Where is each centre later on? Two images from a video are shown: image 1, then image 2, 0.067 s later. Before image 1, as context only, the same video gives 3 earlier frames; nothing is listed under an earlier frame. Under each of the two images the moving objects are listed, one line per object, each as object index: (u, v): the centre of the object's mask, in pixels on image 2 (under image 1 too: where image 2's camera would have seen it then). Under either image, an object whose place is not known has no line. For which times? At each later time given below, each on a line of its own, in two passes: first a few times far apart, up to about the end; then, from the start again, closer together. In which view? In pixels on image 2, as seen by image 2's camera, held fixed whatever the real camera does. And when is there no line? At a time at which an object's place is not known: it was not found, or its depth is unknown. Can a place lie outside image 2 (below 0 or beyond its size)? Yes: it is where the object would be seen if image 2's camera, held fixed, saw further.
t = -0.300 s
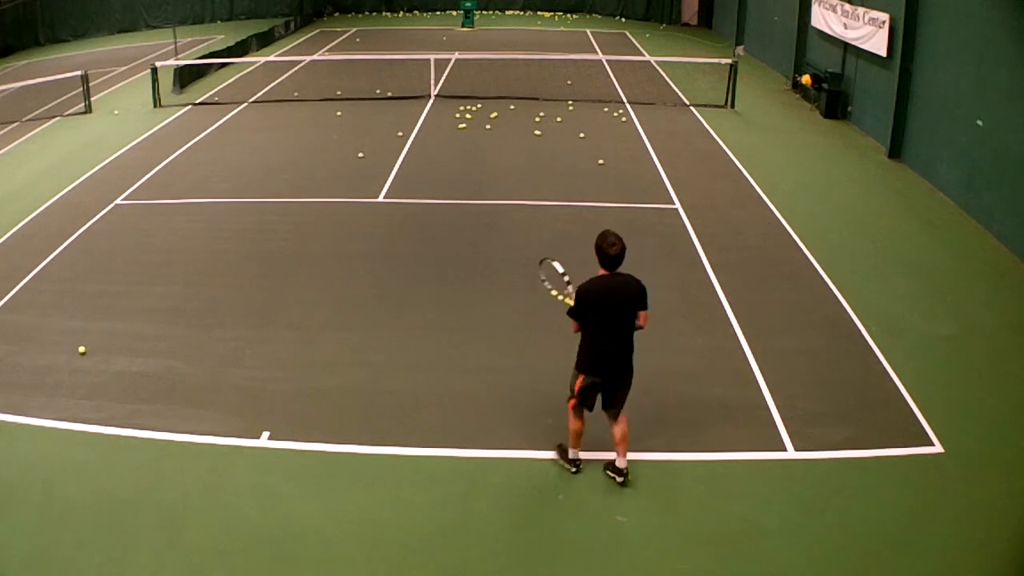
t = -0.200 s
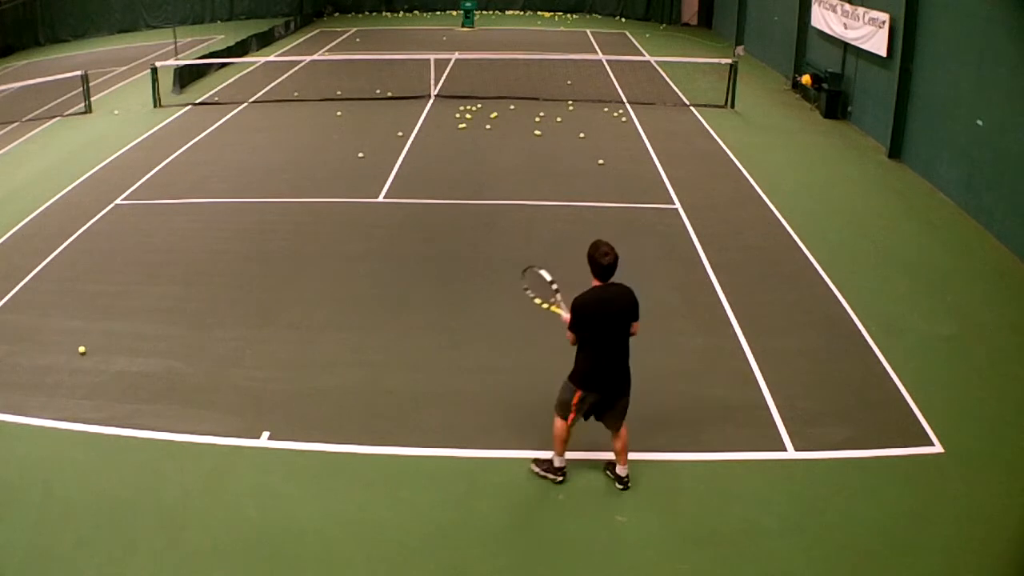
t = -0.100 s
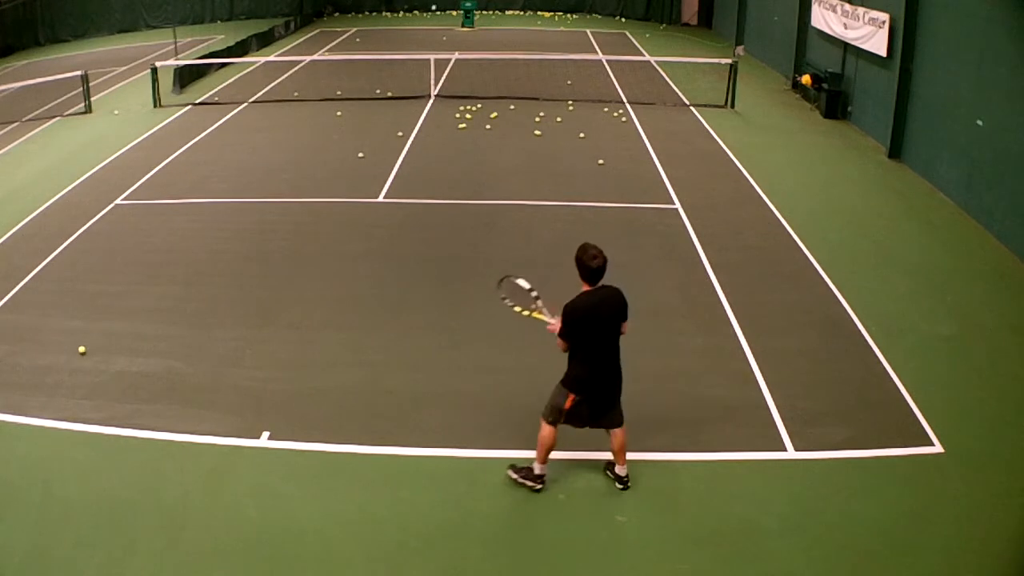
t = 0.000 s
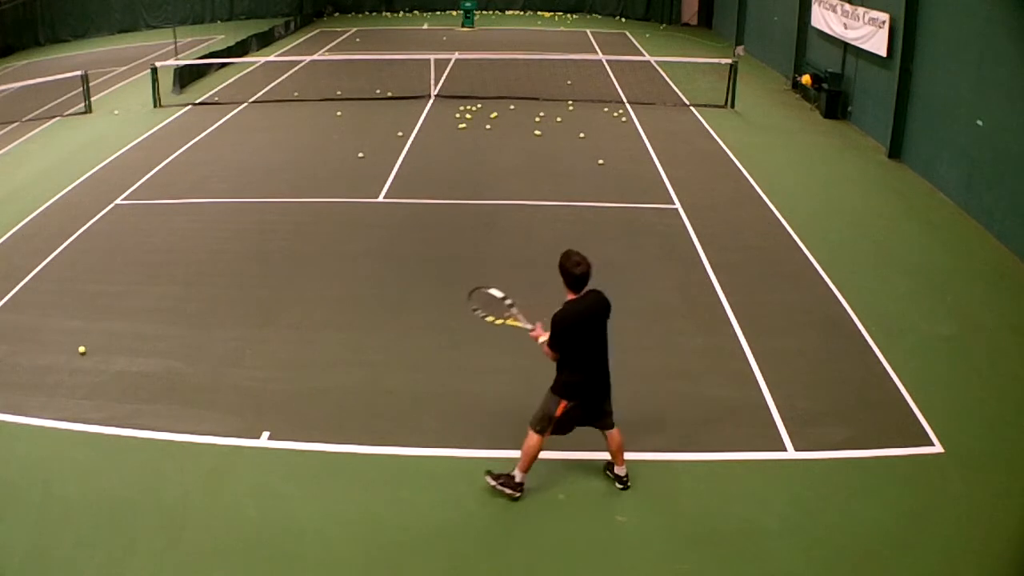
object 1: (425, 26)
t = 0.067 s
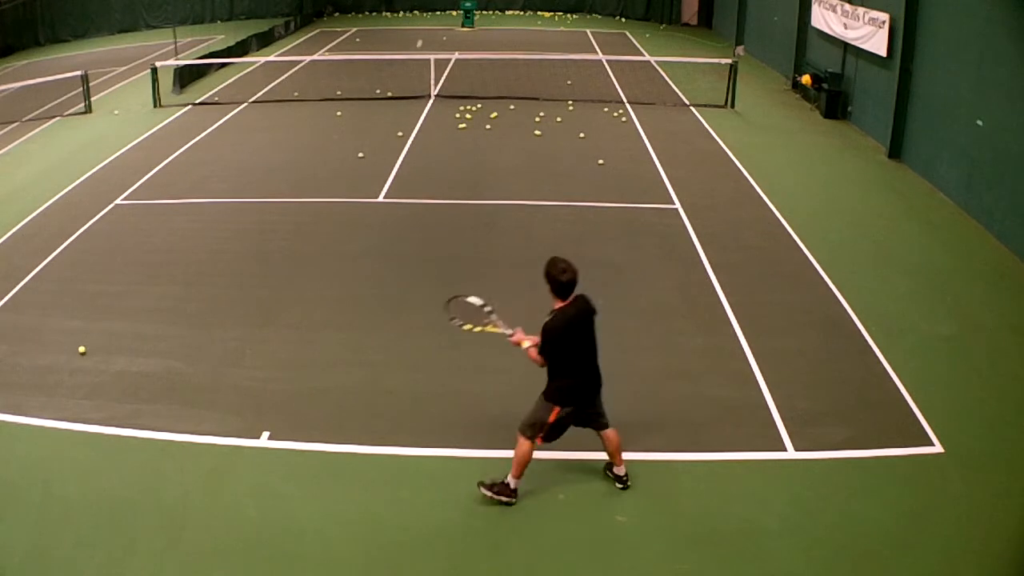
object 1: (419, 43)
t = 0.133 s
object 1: (412, 66)
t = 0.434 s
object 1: (372, 259)
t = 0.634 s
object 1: (346, 252)
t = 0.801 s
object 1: (319, 279)
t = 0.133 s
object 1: (412, 66)
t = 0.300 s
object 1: (392, 152)
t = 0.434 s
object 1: (372, 259)
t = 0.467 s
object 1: (368, 257)
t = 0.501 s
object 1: (364, 254)
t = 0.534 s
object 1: (360, 252)
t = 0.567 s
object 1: (355, 251)
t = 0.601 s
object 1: (351, 251)
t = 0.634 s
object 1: (346, 252)
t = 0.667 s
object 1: (341, 254)
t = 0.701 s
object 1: (336, 258)
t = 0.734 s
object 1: (330, 263)
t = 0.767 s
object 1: (325, 270)
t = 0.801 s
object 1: (319, 279)
